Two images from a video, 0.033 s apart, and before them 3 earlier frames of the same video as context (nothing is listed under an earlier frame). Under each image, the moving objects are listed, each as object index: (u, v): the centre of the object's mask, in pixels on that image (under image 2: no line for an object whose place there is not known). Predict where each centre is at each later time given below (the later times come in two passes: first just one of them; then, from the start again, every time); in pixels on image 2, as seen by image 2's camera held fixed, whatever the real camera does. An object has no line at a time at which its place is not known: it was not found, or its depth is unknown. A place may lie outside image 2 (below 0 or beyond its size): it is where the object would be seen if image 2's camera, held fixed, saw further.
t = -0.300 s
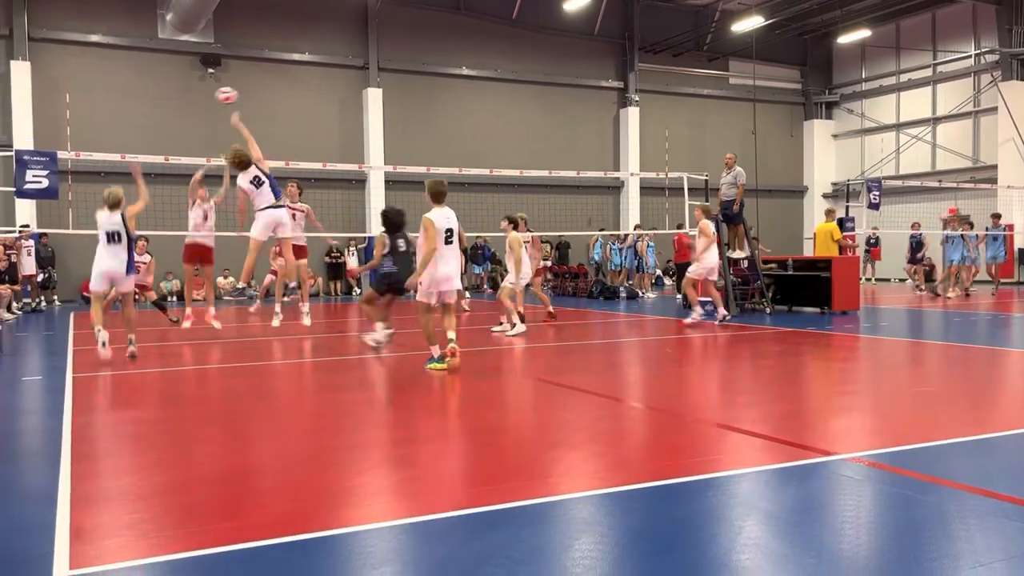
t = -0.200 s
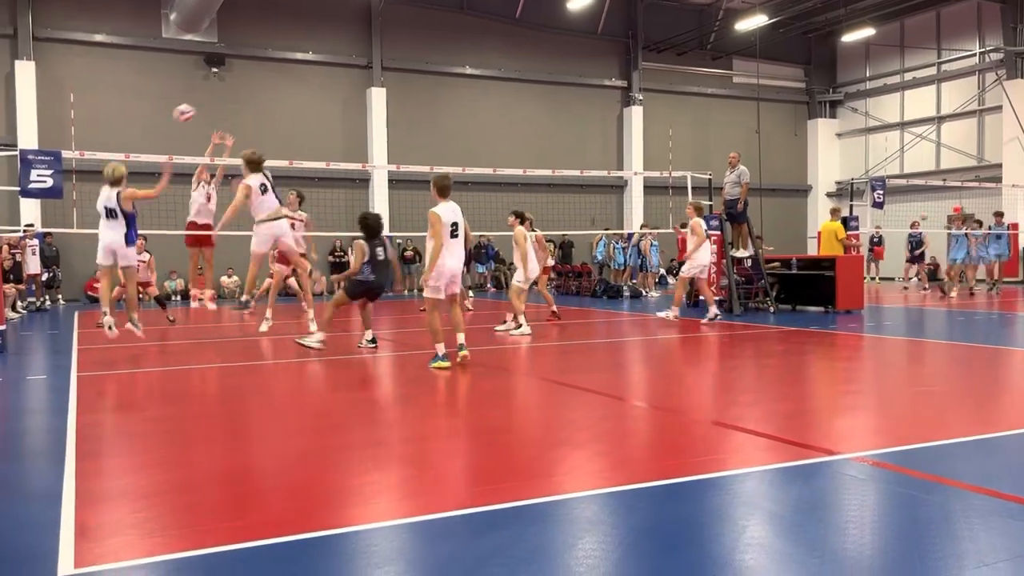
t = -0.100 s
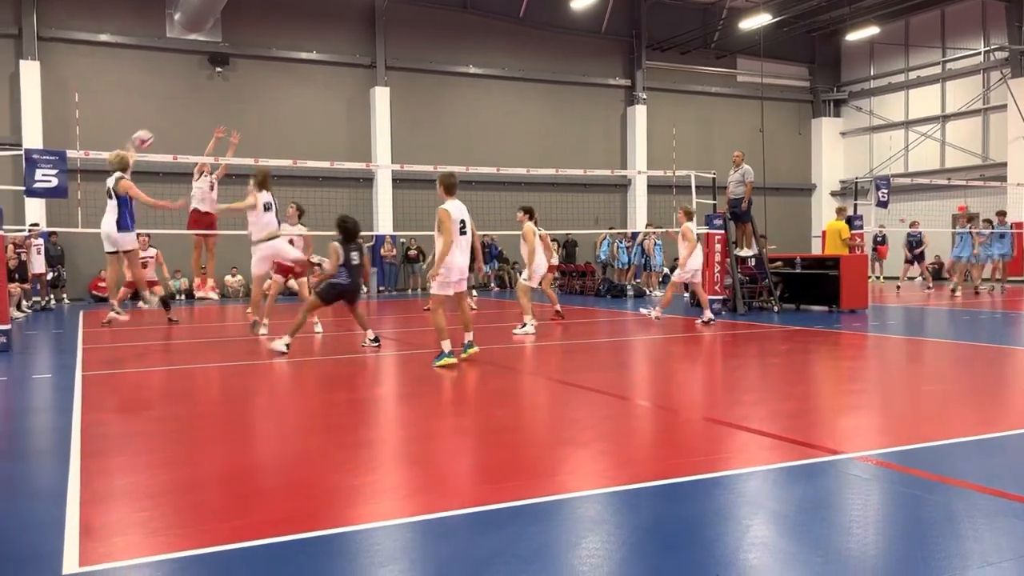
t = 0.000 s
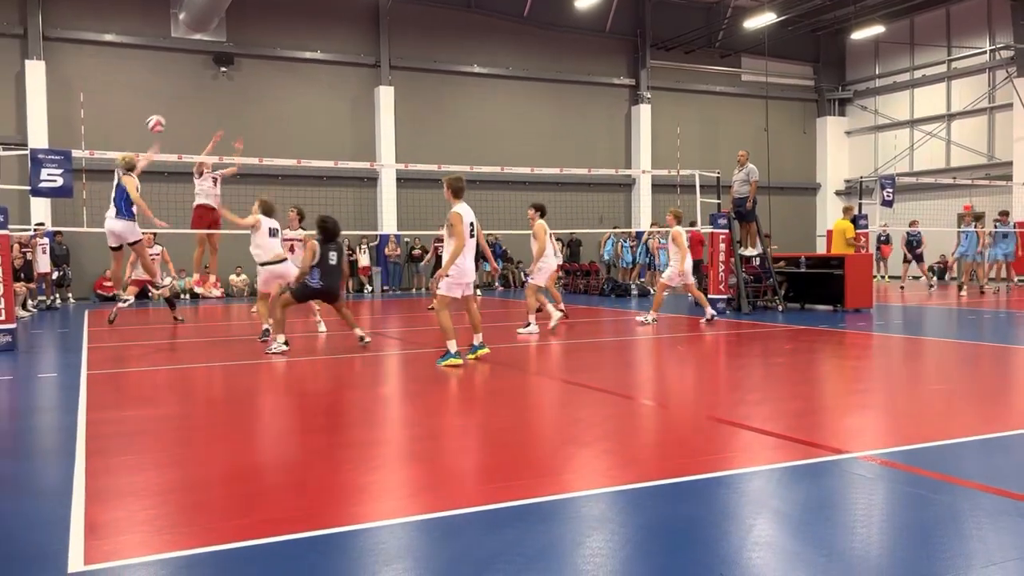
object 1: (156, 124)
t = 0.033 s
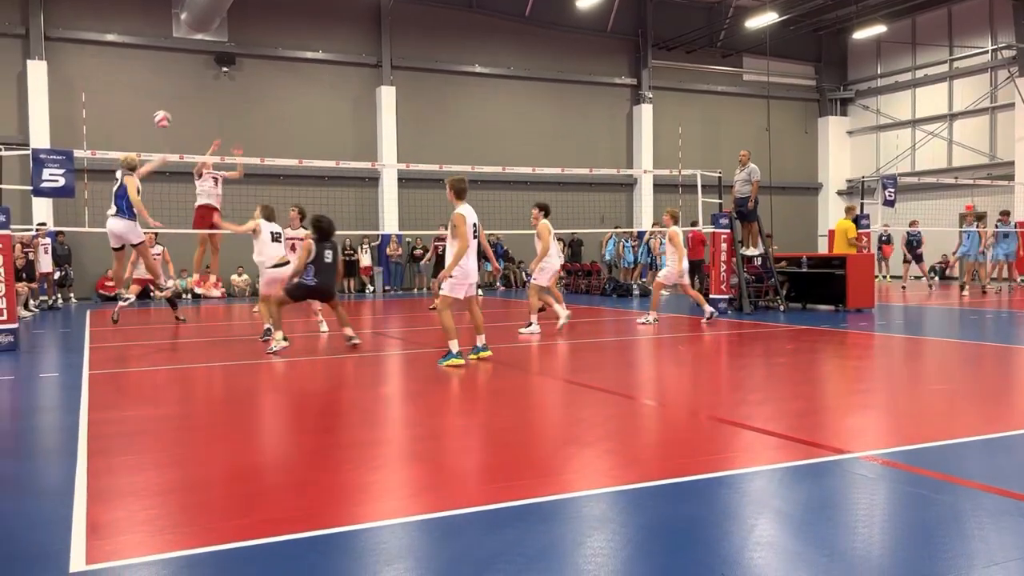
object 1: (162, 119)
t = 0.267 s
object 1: (191, 113)
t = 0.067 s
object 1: (166, 115)
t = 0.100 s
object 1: (170, 113)
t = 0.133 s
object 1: (174, 111)
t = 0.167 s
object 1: (179, 110)
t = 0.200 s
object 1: (183, 110)
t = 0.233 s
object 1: (187, 111)
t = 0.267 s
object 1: (191, 113)
